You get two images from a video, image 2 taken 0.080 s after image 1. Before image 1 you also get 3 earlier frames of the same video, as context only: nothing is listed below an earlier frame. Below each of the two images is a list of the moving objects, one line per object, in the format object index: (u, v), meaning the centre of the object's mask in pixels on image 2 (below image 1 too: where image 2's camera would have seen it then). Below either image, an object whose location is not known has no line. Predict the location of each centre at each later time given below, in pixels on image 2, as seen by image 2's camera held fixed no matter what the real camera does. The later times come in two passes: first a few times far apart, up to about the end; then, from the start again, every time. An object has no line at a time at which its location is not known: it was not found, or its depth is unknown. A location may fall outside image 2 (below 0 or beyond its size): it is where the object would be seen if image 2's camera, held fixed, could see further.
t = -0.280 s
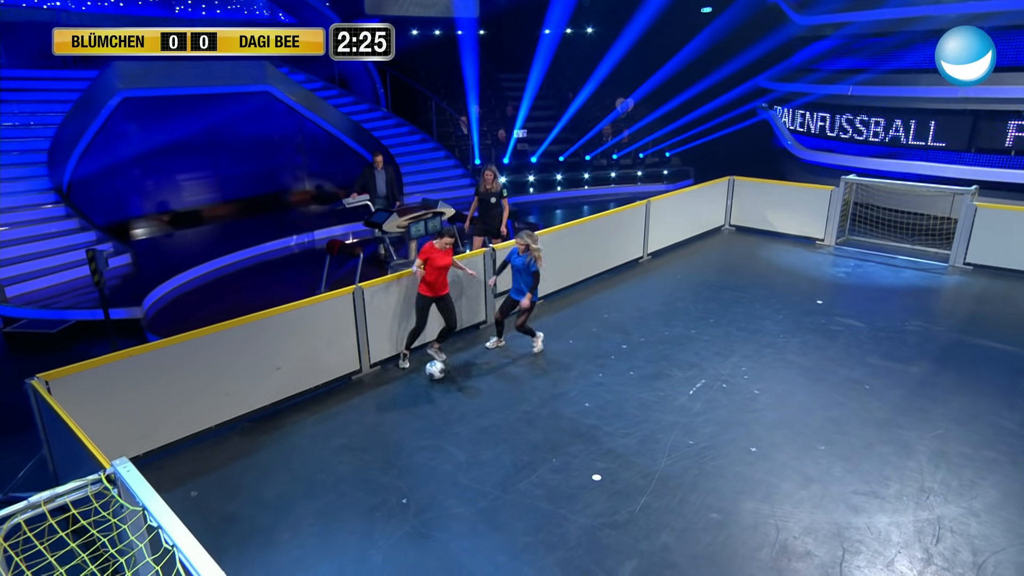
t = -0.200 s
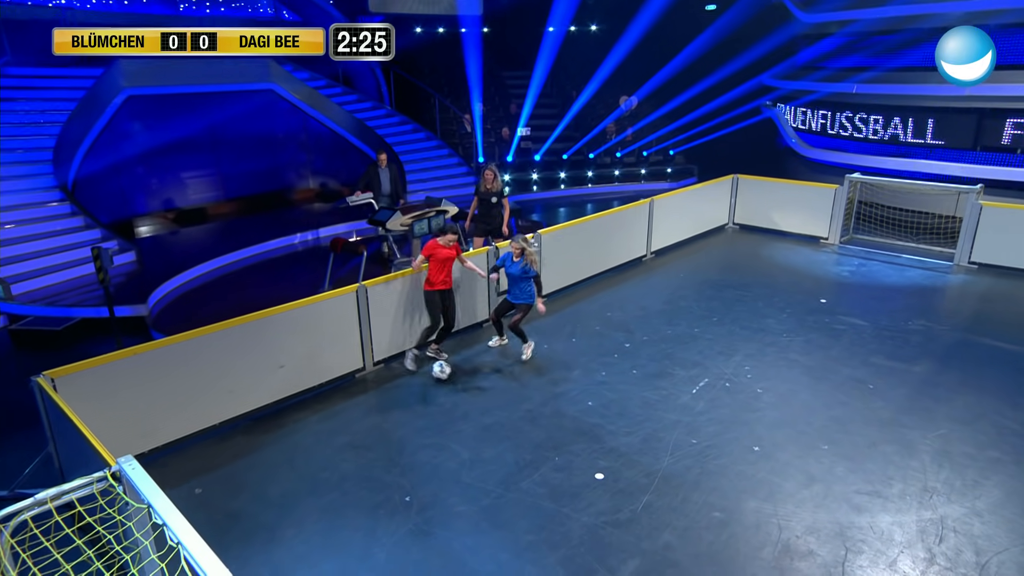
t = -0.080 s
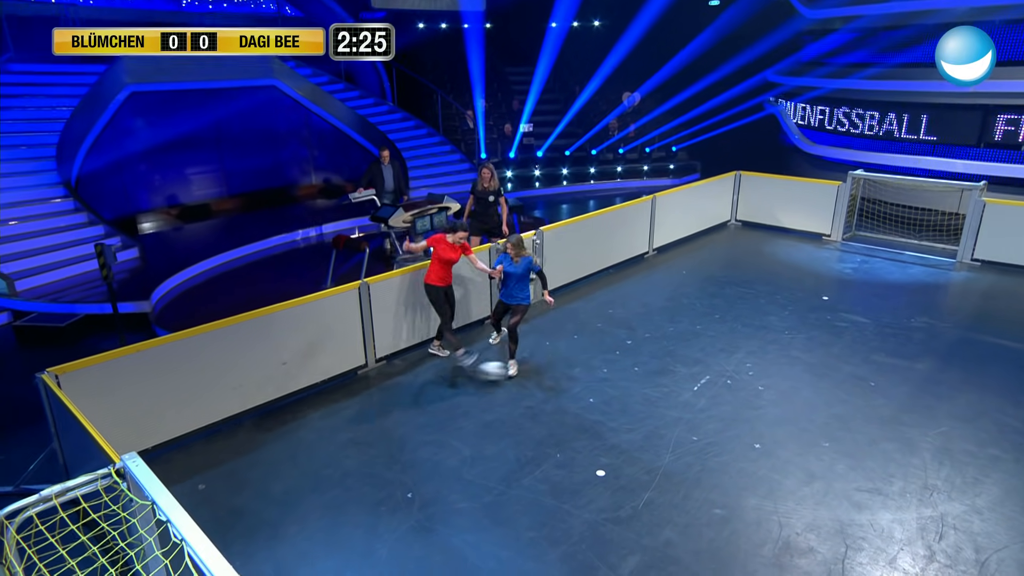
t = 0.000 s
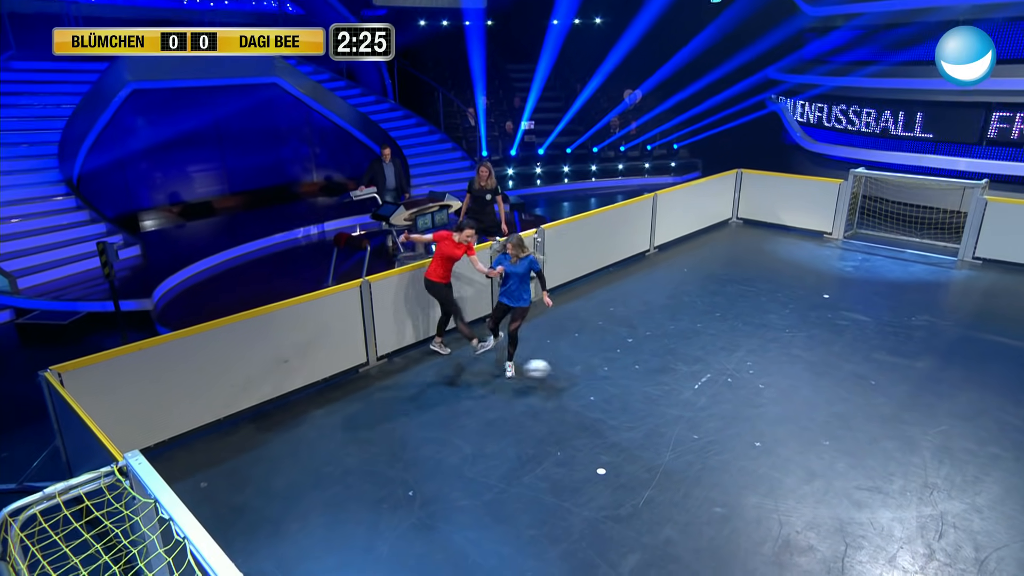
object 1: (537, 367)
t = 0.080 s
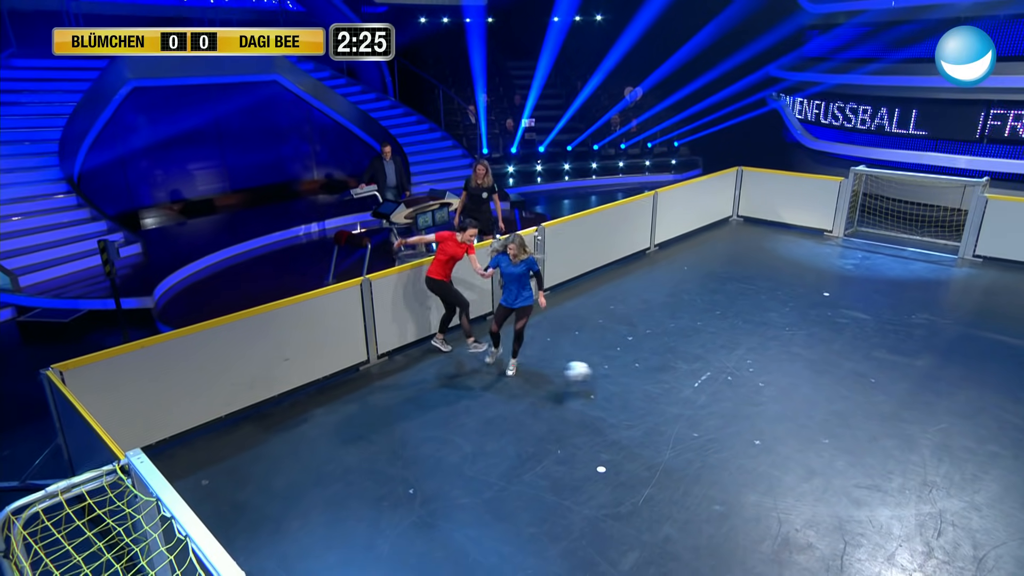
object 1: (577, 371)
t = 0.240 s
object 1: (661, 391)
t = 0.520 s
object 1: (795, 409)
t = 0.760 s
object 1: (908, 422)
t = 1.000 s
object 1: (1030, 436)
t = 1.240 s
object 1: (1031, 415)
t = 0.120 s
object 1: (599, 375)
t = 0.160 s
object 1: (620, 381)
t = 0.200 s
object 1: (642, 389)
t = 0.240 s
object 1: (661, 391)
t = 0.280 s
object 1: (680, 389)
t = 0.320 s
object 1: (699, 390)
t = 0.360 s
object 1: (718, 391)
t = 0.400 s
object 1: (737, 394)
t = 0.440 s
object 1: (756, 398)
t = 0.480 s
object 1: (775, 404)
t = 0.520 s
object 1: (795, 409)
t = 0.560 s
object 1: (813, 408)
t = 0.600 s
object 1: (832, 409)
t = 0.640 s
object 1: (851, 411)
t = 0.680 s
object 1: (870, 414)
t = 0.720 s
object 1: (888, 419)
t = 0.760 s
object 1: (908, 422)
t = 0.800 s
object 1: (927, 424)
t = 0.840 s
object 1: (948, 423)
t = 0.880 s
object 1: (968, 426)
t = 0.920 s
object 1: (989, 430)
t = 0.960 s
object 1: (1009, 436)
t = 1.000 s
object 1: (1030, 436)
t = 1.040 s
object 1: (1052, 437)
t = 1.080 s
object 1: (1074, 439)
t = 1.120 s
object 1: (1070, 433)
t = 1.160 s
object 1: (1056, 425)
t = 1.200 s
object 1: (1044, 420)
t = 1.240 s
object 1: (1031, 415)
